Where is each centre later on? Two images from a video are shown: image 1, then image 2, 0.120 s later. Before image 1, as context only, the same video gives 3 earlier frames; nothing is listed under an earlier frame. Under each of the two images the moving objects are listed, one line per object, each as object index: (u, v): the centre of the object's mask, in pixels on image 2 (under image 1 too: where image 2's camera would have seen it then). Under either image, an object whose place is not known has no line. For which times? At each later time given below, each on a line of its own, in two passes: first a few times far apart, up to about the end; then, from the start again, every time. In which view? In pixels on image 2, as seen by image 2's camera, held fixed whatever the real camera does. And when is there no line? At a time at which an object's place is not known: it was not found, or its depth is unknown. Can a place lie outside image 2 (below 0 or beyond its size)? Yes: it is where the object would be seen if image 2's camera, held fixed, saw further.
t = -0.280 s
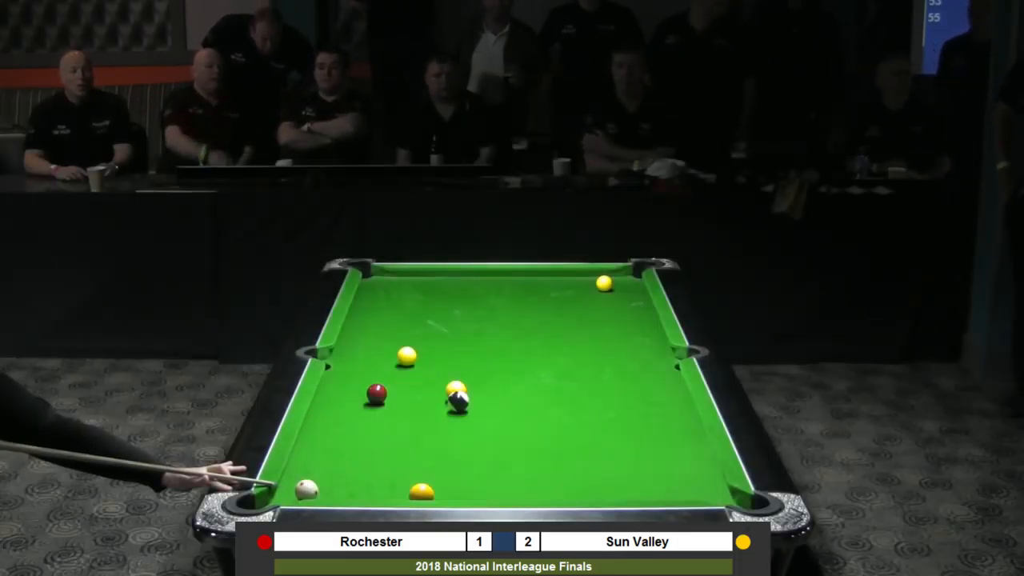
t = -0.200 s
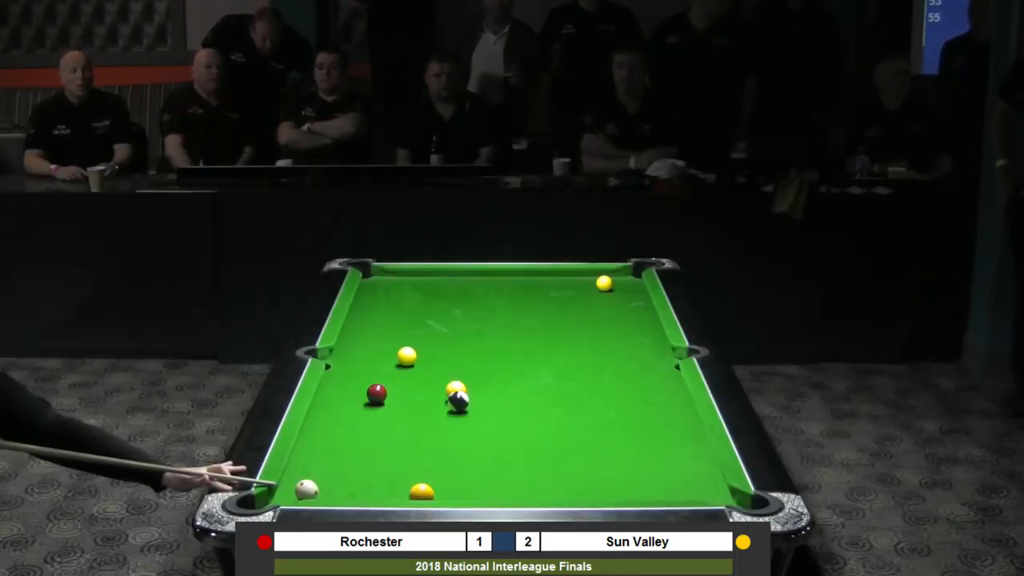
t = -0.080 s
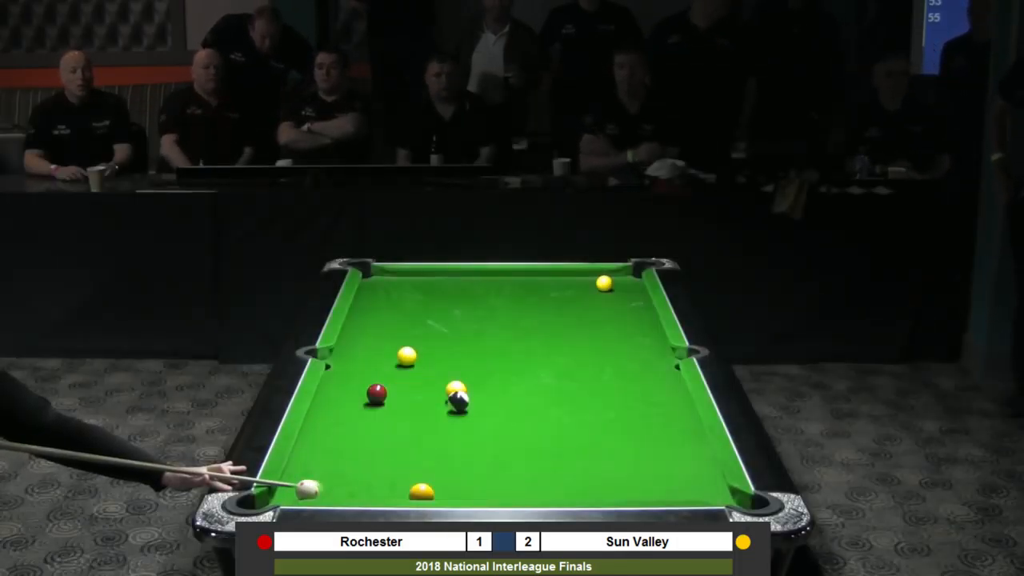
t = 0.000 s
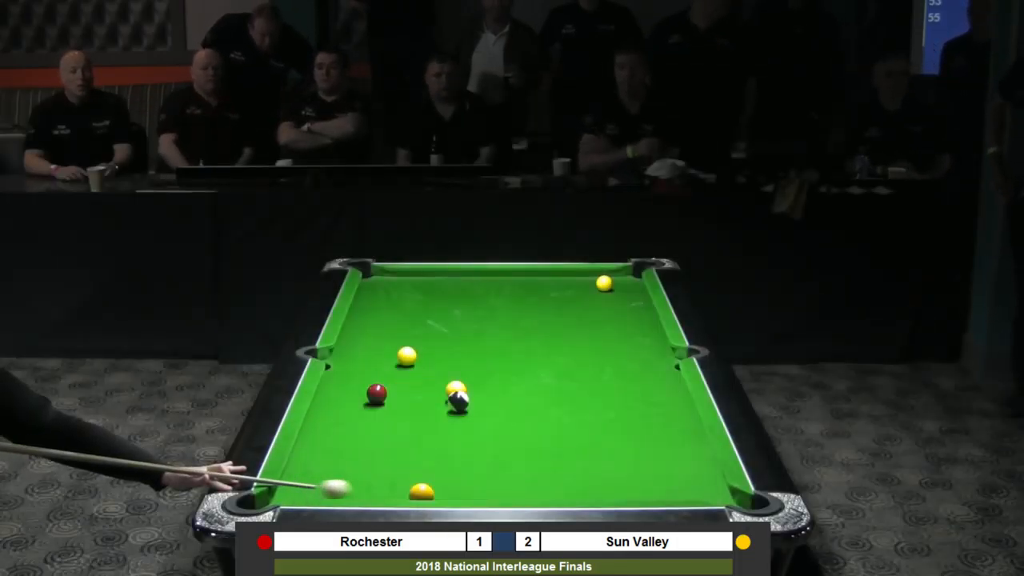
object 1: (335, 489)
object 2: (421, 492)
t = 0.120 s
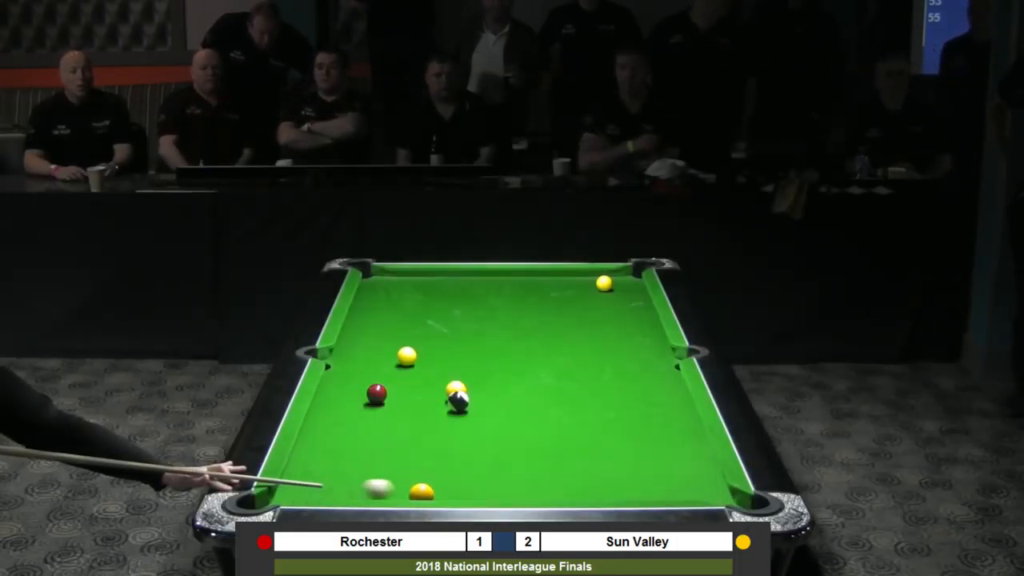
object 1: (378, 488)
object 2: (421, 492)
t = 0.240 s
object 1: (409, 486)
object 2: (428, 493)
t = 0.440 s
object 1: (444, 474)
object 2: (450, 492)
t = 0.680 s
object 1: (481, 464)
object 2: (471, 490)
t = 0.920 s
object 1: (515, 454)
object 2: (490, 487)
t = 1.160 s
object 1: (546, 444)
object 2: (508, 486)
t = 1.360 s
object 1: (569, 437)
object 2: (520, 481)
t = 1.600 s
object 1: (594, 430)
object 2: (532, 479)
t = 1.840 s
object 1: (616, 424)
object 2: (542, 477)
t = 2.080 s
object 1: (636, 418)
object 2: (549, 476)
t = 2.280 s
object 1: (651, 414)
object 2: (553, 475)
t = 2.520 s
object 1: (667, 410)
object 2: (556, 474)
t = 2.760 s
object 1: (680, 406)
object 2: (556, 474)
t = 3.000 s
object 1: (678, 404)
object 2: (556, 474)
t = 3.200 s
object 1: (672, 403)
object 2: (556, 474)
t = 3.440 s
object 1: (666, 403)
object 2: (556, 474)
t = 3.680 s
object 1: (663, 403)
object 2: (556, 474)
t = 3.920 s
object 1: (663, 402)
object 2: (556, 474)
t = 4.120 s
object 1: (663, 402)
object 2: (556, 474)
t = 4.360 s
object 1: (663, 402)
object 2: (556, 474)
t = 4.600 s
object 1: (663, 402)
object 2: (556, 474)
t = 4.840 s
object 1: (663, 403)
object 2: (556, 474)
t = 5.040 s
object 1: (663, 403)
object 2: (556, 474)
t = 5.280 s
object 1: (663, 402)
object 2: (556, 474)
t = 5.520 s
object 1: (663, 402)
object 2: (556, 474)
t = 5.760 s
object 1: (663, 402)
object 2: (556, 474)
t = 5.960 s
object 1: (663, 402)
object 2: (556, 474)
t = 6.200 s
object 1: (663, 402)
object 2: (556, 474)
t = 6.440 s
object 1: (663, 402)
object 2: (556, 474)
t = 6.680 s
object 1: (663, 402)
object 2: (556, 474)
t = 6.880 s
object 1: (663, 402)
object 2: (556, 474)
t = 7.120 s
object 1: (663, 402)
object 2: (556, 474)
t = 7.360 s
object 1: (663, 402)
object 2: (556, 474)
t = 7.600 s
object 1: (663, 402)
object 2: (556, 474)
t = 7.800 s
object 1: (663, 402)
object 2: (556, 474)
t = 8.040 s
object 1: (663, 402)
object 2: (556, 474)
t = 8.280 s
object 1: (663, 402)
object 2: (556, 474)
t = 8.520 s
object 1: (663, 402)
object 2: (556, 474)
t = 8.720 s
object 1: (663, 402)
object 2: (556, 474)
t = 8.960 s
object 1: (663, 402)
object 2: (556, 474)
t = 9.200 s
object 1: (663, 402)
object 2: (556, 474)
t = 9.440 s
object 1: (663, 402)
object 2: (556, 474)
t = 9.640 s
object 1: (663, 402)
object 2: (556, 474)
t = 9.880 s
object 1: (663, 402)
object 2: (556, 474)
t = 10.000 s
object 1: (663, 402)
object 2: (556, 474)
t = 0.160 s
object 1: (391, 488)
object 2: (422, 492)
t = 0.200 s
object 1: (402, 487)
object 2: (423, 492)
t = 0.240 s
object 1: (409, 486)
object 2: (428, 493)
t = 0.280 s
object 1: (416, 483)
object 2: (433, 493)
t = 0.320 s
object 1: (424, 481)
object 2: (438, 493)
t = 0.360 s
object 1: (430, 479)
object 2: (442, 493)
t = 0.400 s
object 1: (437, 476)
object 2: (446, 492)
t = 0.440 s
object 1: (444, 474)
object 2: (450, 492)
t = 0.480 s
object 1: (450, 472)
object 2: (453, 492)
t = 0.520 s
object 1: (457, 471)
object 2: (457, 491)
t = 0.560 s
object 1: (463, 469)
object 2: (461, 491)
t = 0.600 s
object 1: (469, 467)
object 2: (464, 491)
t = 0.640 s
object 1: (475, 465)
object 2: (468, 490)
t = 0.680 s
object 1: (481, 464)
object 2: (471, 490)
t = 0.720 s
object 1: (487, 462)
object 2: (475, 489)
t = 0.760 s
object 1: (493, 461)
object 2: (478, 489)
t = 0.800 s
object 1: (498, 459)
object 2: (481, 489)
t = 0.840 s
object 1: (504, 457)
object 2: (484, 488)
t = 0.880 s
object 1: (510, 455)
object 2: (488, 488)
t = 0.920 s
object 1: (515, 454)
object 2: (490, 487)
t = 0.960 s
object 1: (520, 452)
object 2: (493, 487)
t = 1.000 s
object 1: (526, 450)
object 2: (496, 487)
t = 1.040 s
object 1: (531, 449)
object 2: (500, 487)
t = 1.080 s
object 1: (536, 447)
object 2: (502, 486)
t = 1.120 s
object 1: (541, 446)
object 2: (505, 486)
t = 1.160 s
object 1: (546, 444)
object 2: (508, 486)
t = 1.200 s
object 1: (550, 443)
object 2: (510, 485)
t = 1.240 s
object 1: (555, 442)
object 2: (512, 483)
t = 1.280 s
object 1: (560, 440)
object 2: (515, 482)
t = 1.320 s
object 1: (564, 439)
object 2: (517, 482)
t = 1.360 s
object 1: (569, 437)
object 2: (520, 481)
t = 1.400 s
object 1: (573, 436)
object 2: (522, 480)
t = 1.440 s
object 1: (577, 435)
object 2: (524, 481)
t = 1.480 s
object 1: (581, 433)
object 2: (526, 480)
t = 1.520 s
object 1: (586, 432)
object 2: (528, 480)
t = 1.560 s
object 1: (590, 431)
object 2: (530, 479)
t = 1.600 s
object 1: (594, 430)
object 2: (532, 479)
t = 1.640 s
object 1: (598, 429)
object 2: (534, 479)
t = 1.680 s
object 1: (602, 428)
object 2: (535, 478)
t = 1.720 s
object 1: (605, 427)
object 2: (537, 478)
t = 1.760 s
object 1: (609, 425)
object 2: (539, 477)
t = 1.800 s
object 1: (613, 425)
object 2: (541, 478)
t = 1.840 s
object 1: (616, 424)
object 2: (542, 477)
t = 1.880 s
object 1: (620, 422)
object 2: (543, 477)
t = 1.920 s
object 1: (623, 421)
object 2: (545, 477)
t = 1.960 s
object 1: (627, 420)
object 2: (546, 476)
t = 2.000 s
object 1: (630, 419)
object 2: (547, 476)
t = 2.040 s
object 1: (633, 418)
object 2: (548, 476)
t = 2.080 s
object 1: (636, 418)
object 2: (549, 476)
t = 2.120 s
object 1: (639, 417)
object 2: (550, 476)
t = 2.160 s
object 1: (642, 416)
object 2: (551, 475)
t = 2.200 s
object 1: (646, 415)
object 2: (552, 475)
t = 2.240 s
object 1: (648, 414)
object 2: (553, 475)
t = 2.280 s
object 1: (651, 414)
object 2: (553, 475)
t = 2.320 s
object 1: (654, 413)
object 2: (554, 474)
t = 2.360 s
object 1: (657, 412)
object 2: (555, 475)
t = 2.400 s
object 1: (659, 411)
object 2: (555, 474)
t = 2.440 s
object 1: (662, 411)
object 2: (556, 475)
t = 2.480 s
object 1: (665, 410)
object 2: (556, 474)
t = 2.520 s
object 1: (667, 410)
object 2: (556, 474)
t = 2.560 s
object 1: (669, 409)
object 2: (556, 474)
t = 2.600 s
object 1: (672, 408)
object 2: (556, 474)
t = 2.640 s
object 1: (674, 408)
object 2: (556, 474)
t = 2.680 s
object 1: (676, 407)
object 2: (556, 474)
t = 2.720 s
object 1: (679, 407)
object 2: (556, 474)
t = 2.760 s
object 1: (680, 406)
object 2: (556, 474)
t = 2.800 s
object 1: (682, 406)
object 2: (556, 474)
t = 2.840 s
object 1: (684, 405)
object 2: (556, 474)
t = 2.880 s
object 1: (682, 405)
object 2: (556, 474)
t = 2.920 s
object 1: (681, 405)
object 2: (556, 474)
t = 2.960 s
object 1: (679, 404)
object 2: (556, 474)
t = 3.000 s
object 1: (678, 404)
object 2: (556, 474)
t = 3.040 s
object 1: (676, 404)
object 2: (556, 474)
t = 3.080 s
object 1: (675, 404)
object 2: (556, 474)
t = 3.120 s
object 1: (674, 404)
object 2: (556, 474)
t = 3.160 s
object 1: (673, 403)
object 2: (556, 474)
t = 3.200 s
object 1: (672, 403)
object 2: (556, 474)
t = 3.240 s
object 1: (671, 403)
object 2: (556, 474)
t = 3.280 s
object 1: (670, 403)
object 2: (556, 474)
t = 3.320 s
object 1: (669, 403)
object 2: (556, 474)
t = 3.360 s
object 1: (668, 403)
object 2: (556, 474)
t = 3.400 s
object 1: (667, 403)
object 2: (556, 474)
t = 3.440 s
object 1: (666, 403)
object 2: (556, 474)
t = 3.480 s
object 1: (666, 403)
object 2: (556, 474)
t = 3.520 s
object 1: (665, 403)
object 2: (556, 474)
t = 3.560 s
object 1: (665, 403)
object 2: (556, 474)
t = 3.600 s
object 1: (664, 403)
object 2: (556, 474)
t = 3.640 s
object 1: (664, 403)
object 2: (556, 474)
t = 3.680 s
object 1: (663, 403)
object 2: (556, 474)
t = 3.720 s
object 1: (663, 403)
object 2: (556, 474)
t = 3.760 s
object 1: (663, 402)
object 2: (556, 474)
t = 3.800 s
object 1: (663, 402)
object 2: (556, 474)
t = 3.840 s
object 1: (663, 402)
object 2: (556, 474)
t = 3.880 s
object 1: (663, 402)
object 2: (556, 474)
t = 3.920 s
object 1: (663, 402)
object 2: (556, 474)
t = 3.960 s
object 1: (663, 402)
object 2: (556, 474)
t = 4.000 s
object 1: (663, 402)
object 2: (556, 474)
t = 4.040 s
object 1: (663, 402)
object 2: (556, 474)
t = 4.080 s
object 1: (663, 402)
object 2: (556, 474)
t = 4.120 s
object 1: (663, 402)
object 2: (556, 474)
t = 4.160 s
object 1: (663, 402)
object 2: (556, 474)
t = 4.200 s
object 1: (663, 402)
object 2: (556, 474)
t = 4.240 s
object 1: (663, 402)
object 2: (556, 474)
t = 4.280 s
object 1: (663, 402)
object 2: (556, 474)
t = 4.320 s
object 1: (663, 402)
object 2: (556, 474)
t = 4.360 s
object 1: (663, 402)
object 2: (556, 474)
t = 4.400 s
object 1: (663, 402)
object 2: (556, 474)
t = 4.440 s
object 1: (663, 402)
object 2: (556, 474)
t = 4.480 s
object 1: (663, 402)
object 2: (556, 474)
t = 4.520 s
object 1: (663, 402)
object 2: (556, 474)
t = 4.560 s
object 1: (663, 402)
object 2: (556, 474)
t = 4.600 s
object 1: (663, 402)
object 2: (556, 474)
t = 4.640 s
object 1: (663, 403)
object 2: (556, 474)
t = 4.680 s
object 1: (663, 402)
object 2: (556, 474)
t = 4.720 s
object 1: (663, 402)
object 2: (556, 474)
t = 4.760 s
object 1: (663, 403)
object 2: (556, 474)
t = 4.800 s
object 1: (663, 403)
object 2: (556, 474)
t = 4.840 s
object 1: (663, 403)
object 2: (556, 474)
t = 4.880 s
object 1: (663, 403)
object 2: (556, 474)
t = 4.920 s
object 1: (663, 403)
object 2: (556, 474)
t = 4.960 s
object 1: (663, 403)
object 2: (556, 474)
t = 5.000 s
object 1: (663, 403)
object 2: (556, 474)
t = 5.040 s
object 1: (663, 403)
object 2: (556, 474)
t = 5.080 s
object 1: (663, 402)
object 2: (556, 474)
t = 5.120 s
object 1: (663, 402)
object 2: (556, 474)
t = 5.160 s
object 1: (663, 402)
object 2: (556, 474)
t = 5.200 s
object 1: (663, 402)
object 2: (556, 474)
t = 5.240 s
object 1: (663, 402)
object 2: (556, 474)
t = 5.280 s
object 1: (663, 402)
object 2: (556, 474)
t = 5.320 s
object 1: (663, 402)
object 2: (556, 474)
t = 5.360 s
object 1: (663, 402)
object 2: (556, 474)
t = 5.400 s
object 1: (663, 402)
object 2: (556, 474)
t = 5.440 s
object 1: (663, 402)
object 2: (556, 474)
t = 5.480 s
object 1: (663, 402)
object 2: (556, 474)
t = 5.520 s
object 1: (663, 402)
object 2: (556, 474)
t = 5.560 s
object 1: (663, 402)
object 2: (556, 474)
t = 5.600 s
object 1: (663, 402)
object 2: (556, 474)
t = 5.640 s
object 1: (663, 402)
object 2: (556, 474)
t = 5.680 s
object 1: (663, 402)
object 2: (556, 474)
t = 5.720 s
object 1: (663, 402)
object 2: (556, 474)
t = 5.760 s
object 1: (663, 402)
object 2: (556, 474)
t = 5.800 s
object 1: (663, 402)
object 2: (556, 474)
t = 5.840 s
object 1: (663, 402)
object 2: (556, 474)
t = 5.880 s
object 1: (663, 402)
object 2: (556, 474)
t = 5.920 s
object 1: (663, 402)
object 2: (556, 474)
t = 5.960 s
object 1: (663, 402)
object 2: (556, 474)
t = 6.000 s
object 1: (663, 402)
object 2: (556, 474)
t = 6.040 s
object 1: (663, 402)
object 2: (556, 474)
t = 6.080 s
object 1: (663, 402)
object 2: (556, 474)
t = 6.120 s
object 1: (663, 402)
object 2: (556, 474)
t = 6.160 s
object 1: (663, 402)
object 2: (556, 474)
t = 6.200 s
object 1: (663, 402)
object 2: (556, 474)
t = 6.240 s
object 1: (663, 402)
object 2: (556, 474)
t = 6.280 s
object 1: (663, 402)
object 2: (556, 474)
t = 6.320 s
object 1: (663, 402)
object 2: (556, 474)
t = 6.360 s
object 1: (663, 402)
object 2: (556, 474)
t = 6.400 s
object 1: (663, 402)
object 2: (556, 474)
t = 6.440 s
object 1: (663, 402)
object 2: (556, 474)
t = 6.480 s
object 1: (663, 402)
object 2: (556, 474)
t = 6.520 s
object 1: (663, 402)
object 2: (556, 474)
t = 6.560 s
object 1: (663, 402)
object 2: (556, 474)
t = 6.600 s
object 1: (663, 402)
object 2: (556, 474)
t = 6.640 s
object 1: (663, 402)
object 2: (556, 474)
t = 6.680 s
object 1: (663, 402)
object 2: (556, 474)
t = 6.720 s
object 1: (663, 402)
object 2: (556, 474)
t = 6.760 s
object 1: (663, 402)
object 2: (556, 474)
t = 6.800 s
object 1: (663, 402)
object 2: (556, 474)
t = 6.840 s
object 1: (663, 402)
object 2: (556, 474)
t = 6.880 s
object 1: (663, 402)
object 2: (556, 474)
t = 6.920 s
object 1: (663, 402)
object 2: (556, 474)
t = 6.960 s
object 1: (663, 402)
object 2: (556, 474)
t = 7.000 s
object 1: (663, 402)
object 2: (556, 474)
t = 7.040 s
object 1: (663, 402)
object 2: (556, 474)
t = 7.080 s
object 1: (663, 402)
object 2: (556, 474)
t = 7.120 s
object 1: (663, 402)
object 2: (556, 474)
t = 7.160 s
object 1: (663, 402)
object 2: (556, 474)
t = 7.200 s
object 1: (663, 402)
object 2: (556, 474)
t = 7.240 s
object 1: (663, 402)
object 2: (556, 474)
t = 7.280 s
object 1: (663, 402)
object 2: (556, 474)
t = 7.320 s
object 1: (663, 402)
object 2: (556, 474)
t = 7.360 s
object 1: (663, 402)
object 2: (556, 474)
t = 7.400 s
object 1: (663, 402)
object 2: (556, 474)
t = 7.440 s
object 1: (663, 402)
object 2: (556, 474)
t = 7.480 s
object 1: (663, 402)
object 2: (556, 474)
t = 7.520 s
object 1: (663, 402)
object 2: (556, 474)
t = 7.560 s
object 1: (663, 402)
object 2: (556, 474)
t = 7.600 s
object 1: (663, 402)
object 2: (556, 474)
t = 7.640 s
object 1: (663, 402)
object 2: (556, 474)
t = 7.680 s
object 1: (663, 402)
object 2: (556, 474)
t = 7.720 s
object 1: (663, 402)
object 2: (556, 474)
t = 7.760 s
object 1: (663, 402)
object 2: (556, 474)
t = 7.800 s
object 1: (663, 402)
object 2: (556, 474)
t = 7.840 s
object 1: (663, 402)
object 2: (556, 474)
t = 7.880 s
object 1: (663, 402)
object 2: (556, 474)
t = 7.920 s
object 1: (663, 402)
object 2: (556, 474)
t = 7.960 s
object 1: (663, 402)
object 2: (556, 474)
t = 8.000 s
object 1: (663, 402)
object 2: (556, 474)
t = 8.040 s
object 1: (663, 402)
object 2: (556, 474)
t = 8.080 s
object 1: (663, 402)
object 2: (556, 474)
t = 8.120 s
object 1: (663, 402)
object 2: (556, 474)
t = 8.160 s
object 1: (663, 402)
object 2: (556, 474)
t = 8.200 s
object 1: (663, 402)
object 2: (556, 474)
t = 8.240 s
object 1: (663, 402)
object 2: (556, 474)
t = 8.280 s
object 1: (663, 402)
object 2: (556, 474)
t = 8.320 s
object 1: (663, 402)
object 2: (556, 474)
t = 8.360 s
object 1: (663, 402)
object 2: (556, 474)
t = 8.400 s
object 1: (663, 402)
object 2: (556, 474)
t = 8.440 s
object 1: (663, 402)
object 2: (556, 474)
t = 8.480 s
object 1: (663, 402)
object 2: (556, 474)
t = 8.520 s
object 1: (663, 402)
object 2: (556, 474)
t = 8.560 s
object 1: (663, 402)
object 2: (556, 474)
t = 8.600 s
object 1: (663, 402)
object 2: (556, 474)
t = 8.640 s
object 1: (663, 402)
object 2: (556, 474)
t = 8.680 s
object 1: (663, 402)
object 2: (556, 474)
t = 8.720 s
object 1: (663, 402)
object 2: (556, 474)
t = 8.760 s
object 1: (663, 402)
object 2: (556, 474)
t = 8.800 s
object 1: (663, 402)
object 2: (556, 474)
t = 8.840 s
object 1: (663, 402)
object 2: (556, 474)
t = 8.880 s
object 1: (663, 402)
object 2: (556, 474)
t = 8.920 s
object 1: (663, 402)
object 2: (556, 474)
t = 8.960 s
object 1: (663, 402)
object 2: (556, 474)
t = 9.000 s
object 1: (663, 402)
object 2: (556, 474)
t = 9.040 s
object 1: (663, 402)
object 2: (556, 474)
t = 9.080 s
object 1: (663, 402)
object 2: (556, 474)
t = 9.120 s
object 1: (663, 402)
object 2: (556, 474)
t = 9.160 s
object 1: (663, 402)
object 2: (556, 474)
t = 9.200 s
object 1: (663, 402)
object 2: (556, 474)
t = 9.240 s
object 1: (663, 402)
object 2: (556, 474)
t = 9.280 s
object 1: (663, 402)
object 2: (556, 474)
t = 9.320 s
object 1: (663, 402)
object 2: (556, 474)
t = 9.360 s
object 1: (663, 402)
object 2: (556, 474)
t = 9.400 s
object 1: (663, 402)
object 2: (556, 474)
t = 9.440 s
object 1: (663, 402)
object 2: (556, 474)
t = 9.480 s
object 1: (663, 402)
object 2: (556, 474)
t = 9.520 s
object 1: (663, 402)
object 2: (556, 474)
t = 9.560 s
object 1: (663, 402)
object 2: (556, 474)
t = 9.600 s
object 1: (663, 402)
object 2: (556, 474)
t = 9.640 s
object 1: (663, 402)
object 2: (556, 474)
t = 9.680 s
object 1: (663, 402)
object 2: (556, 474)
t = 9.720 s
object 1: (663, 402)
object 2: (556, 474)
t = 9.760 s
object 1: (663, 402)
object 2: (556, 474)
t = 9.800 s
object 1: (663, 402)
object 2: (556, 474)
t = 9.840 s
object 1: (663, 402)
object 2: (556, 474)
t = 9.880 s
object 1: (663, 402)
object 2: (556, 474)
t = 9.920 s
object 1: (663, 402)
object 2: (556, 474)
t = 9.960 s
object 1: (663, 402)
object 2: (556, 474)
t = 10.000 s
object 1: (663, 402)
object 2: (556, 474)
